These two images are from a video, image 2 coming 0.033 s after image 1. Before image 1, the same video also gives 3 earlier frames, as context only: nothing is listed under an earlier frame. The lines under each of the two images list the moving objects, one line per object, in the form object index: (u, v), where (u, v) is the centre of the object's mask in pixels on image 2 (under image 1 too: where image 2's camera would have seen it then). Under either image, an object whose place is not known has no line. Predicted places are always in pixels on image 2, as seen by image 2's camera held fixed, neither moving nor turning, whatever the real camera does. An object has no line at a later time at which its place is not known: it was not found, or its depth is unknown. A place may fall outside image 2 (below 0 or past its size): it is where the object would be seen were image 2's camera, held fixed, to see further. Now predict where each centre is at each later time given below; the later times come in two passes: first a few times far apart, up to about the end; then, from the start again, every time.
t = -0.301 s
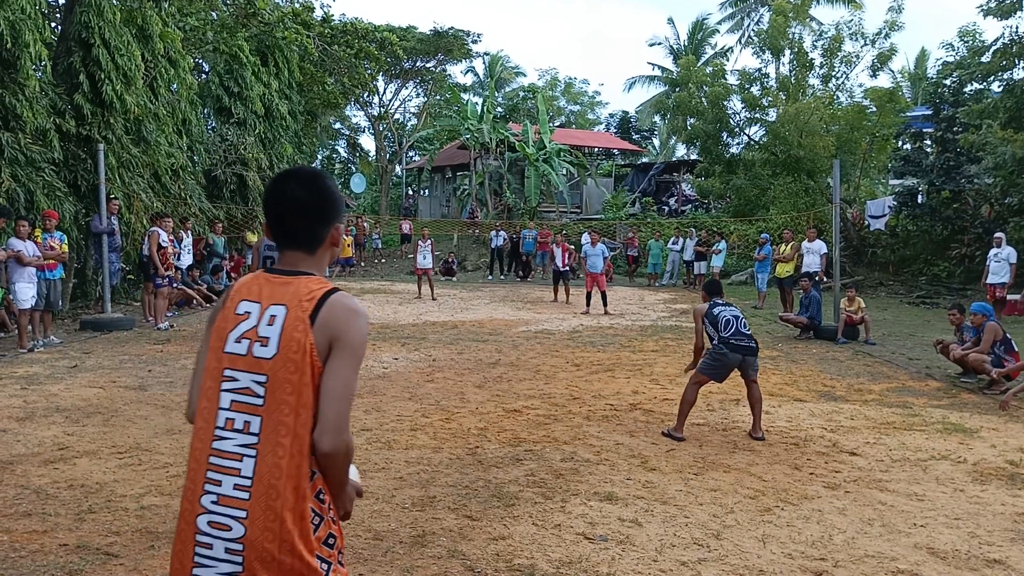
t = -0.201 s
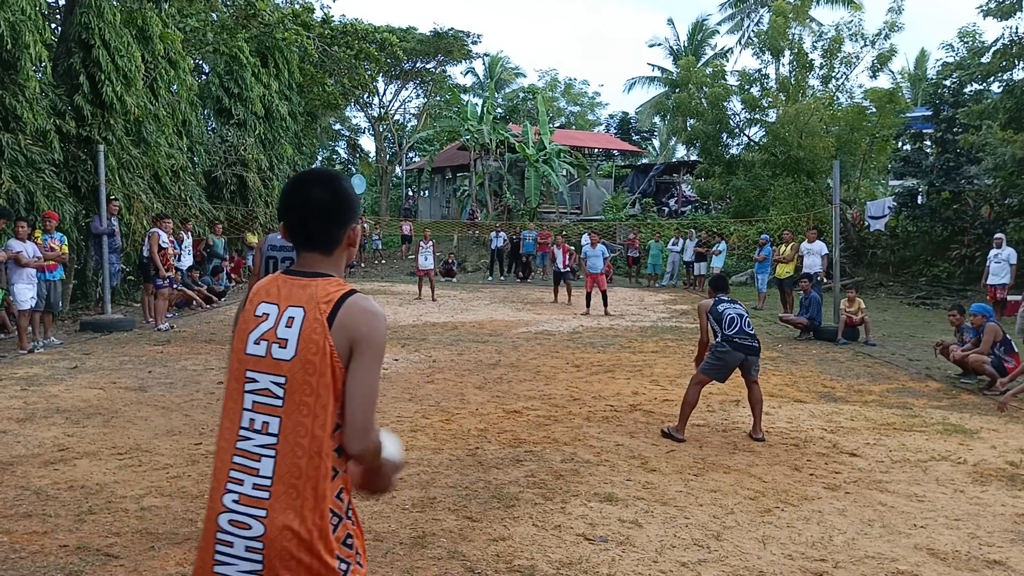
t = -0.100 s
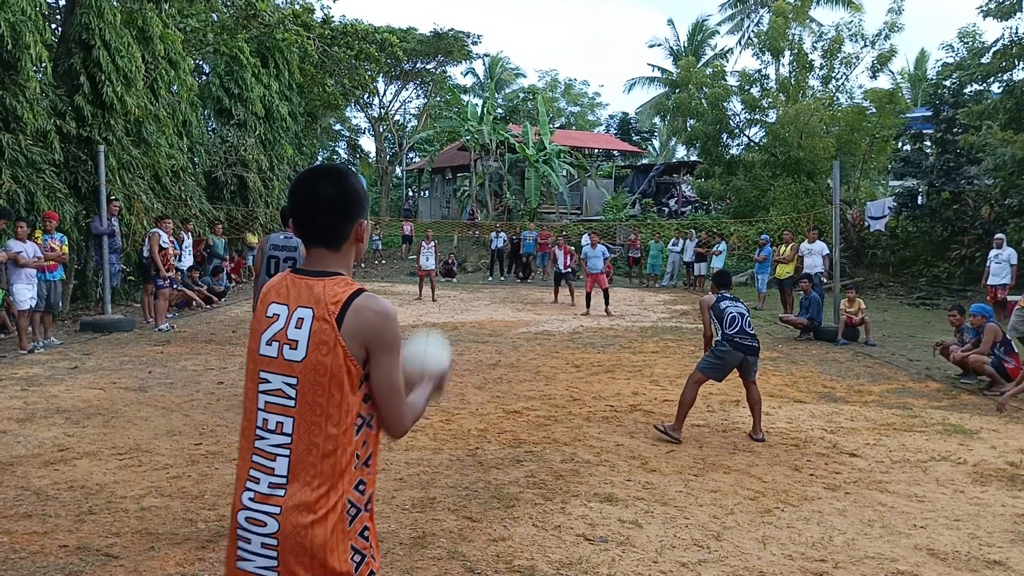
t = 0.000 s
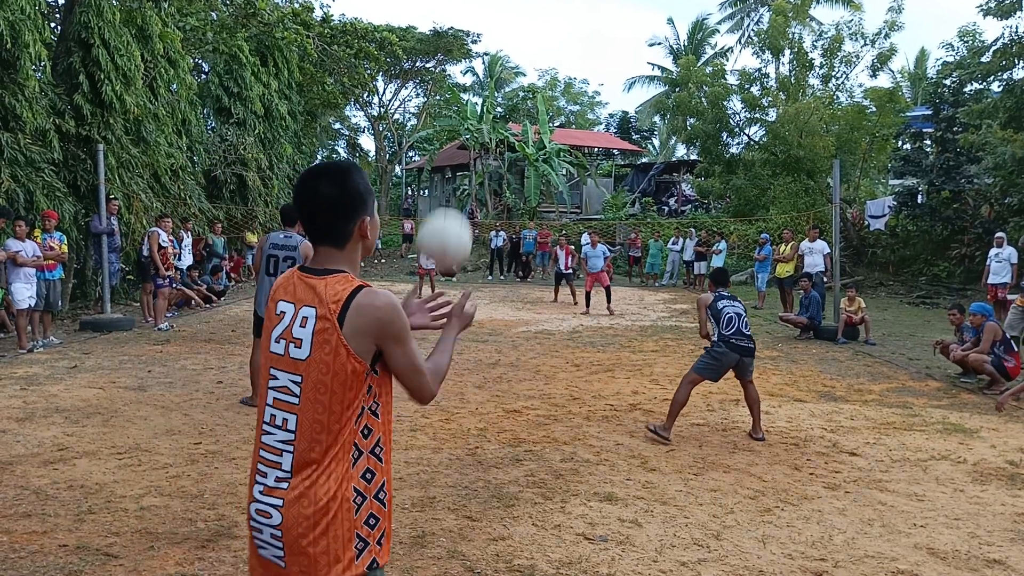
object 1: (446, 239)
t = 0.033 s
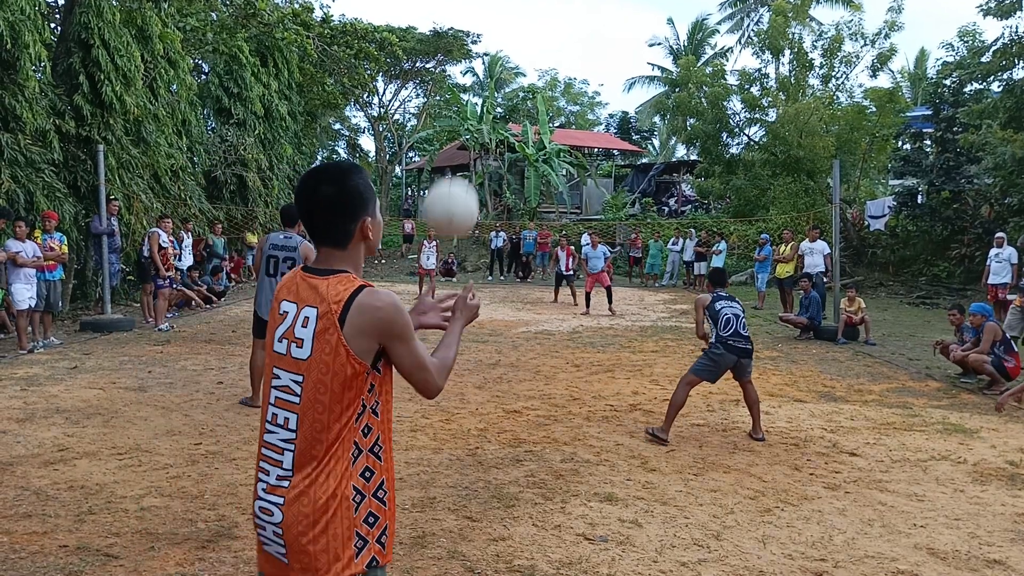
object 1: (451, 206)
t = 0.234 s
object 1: (486, 93)
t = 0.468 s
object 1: (518, 133)
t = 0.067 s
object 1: (457, 179)
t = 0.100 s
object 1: (463, 154)
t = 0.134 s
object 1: (469, 133)
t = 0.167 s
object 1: (474, 115)
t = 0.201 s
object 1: (480, 102)
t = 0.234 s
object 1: (486, 93)
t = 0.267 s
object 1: (491, 88)
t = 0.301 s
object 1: (495, 86)
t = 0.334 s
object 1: (500, 88)
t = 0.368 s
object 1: (504, 94)
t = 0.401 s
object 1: (509, 103)
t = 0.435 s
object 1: (513, 116)
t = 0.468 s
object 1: (518, 133)
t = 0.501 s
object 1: (521, 153)
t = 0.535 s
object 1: (525, 176)
